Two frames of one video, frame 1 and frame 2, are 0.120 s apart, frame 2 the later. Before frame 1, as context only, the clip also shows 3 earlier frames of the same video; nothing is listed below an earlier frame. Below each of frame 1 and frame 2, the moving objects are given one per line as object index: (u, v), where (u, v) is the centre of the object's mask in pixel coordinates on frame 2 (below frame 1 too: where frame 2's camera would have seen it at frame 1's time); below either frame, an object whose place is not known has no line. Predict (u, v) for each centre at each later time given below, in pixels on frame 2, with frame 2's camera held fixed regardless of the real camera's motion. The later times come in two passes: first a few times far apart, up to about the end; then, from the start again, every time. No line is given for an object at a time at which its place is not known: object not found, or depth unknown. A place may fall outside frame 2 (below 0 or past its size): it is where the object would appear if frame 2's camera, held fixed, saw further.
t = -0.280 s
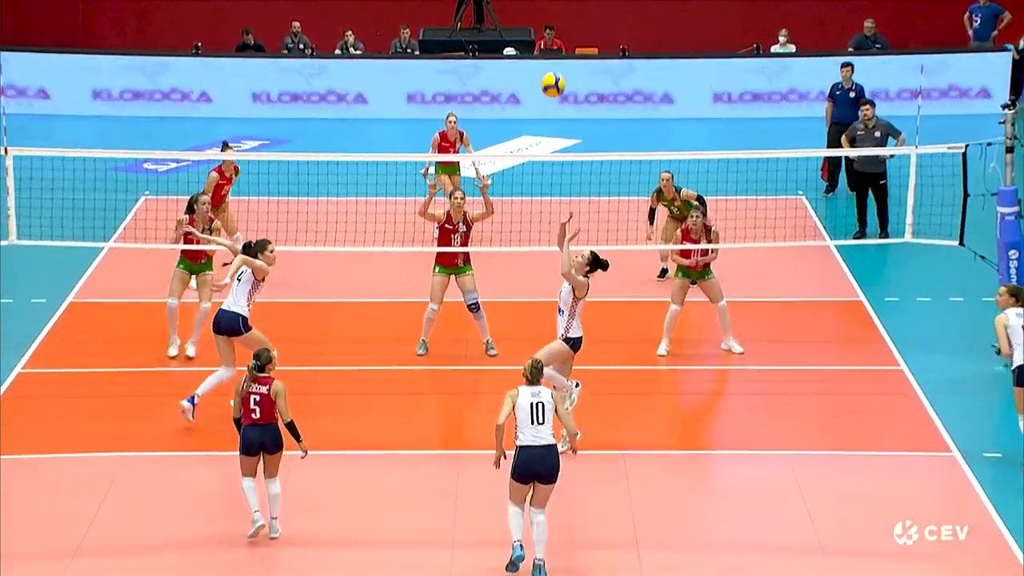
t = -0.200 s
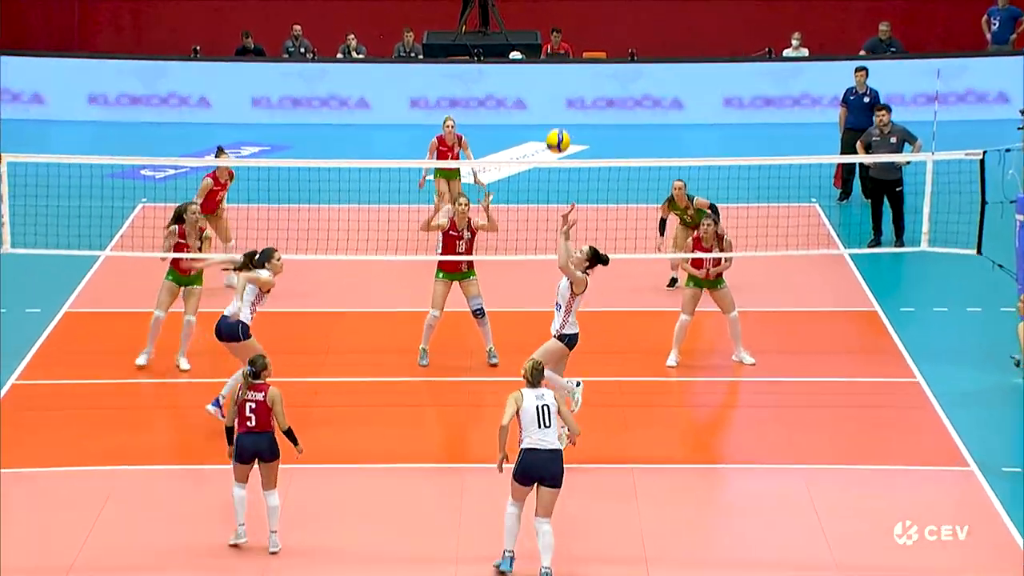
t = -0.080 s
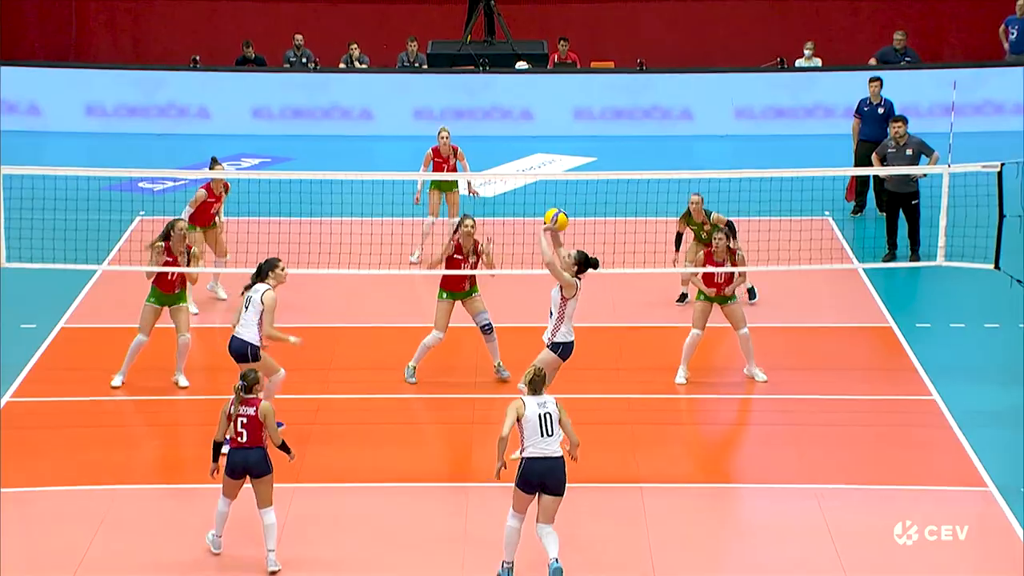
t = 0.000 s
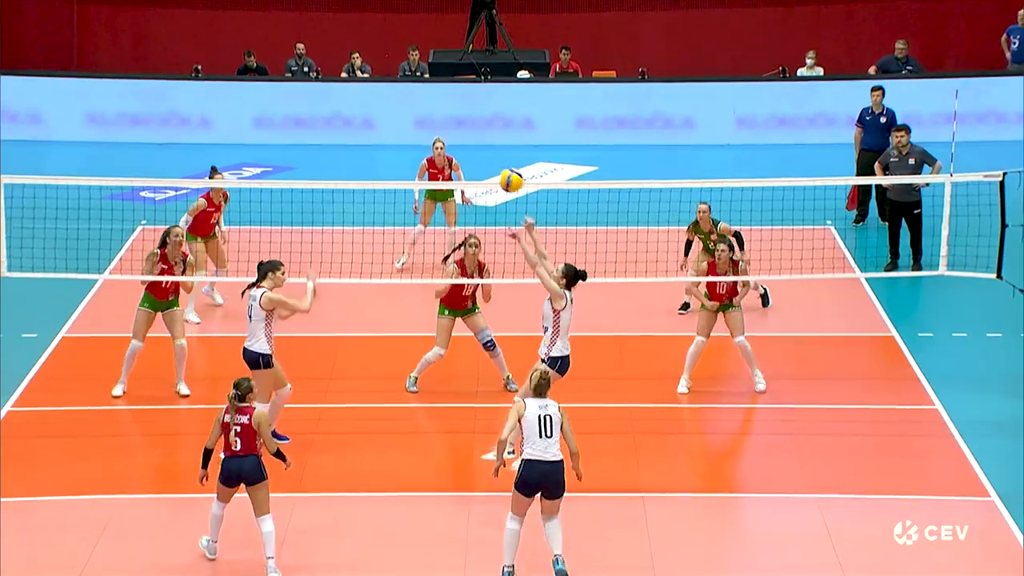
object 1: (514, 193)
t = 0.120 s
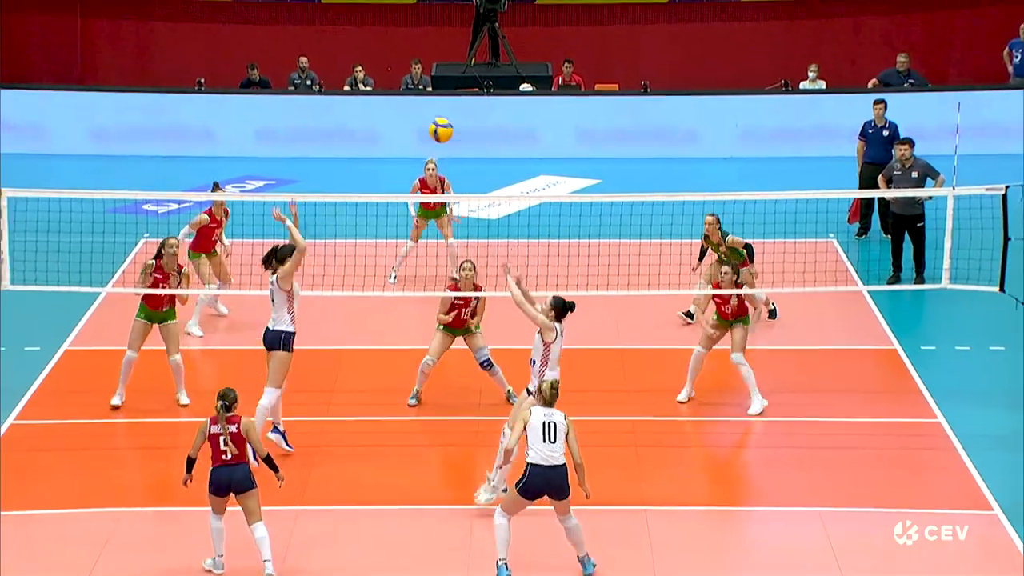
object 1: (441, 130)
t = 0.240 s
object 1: (370, 86)
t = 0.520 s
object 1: (218, 52)
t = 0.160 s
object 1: (417, 113)
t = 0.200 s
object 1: (393, 98)
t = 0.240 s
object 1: (370, 86)
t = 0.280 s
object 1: (347, 76)
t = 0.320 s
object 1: (325, 67)
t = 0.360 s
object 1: (303, 60)
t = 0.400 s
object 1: (281, 55)
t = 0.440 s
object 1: (260, 52)
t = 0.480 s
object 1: (239, 51)
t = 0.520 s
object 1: (218, 52)
